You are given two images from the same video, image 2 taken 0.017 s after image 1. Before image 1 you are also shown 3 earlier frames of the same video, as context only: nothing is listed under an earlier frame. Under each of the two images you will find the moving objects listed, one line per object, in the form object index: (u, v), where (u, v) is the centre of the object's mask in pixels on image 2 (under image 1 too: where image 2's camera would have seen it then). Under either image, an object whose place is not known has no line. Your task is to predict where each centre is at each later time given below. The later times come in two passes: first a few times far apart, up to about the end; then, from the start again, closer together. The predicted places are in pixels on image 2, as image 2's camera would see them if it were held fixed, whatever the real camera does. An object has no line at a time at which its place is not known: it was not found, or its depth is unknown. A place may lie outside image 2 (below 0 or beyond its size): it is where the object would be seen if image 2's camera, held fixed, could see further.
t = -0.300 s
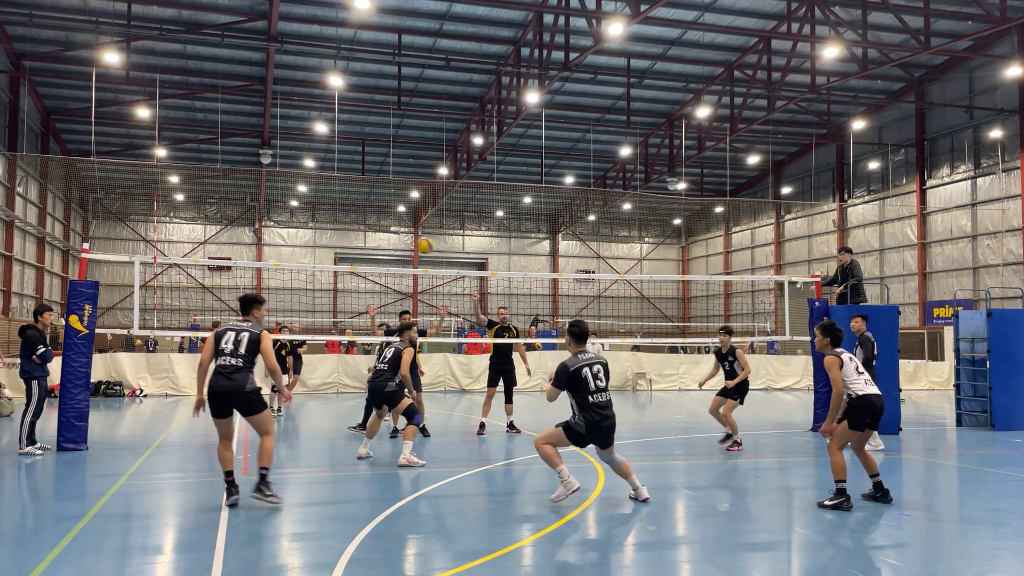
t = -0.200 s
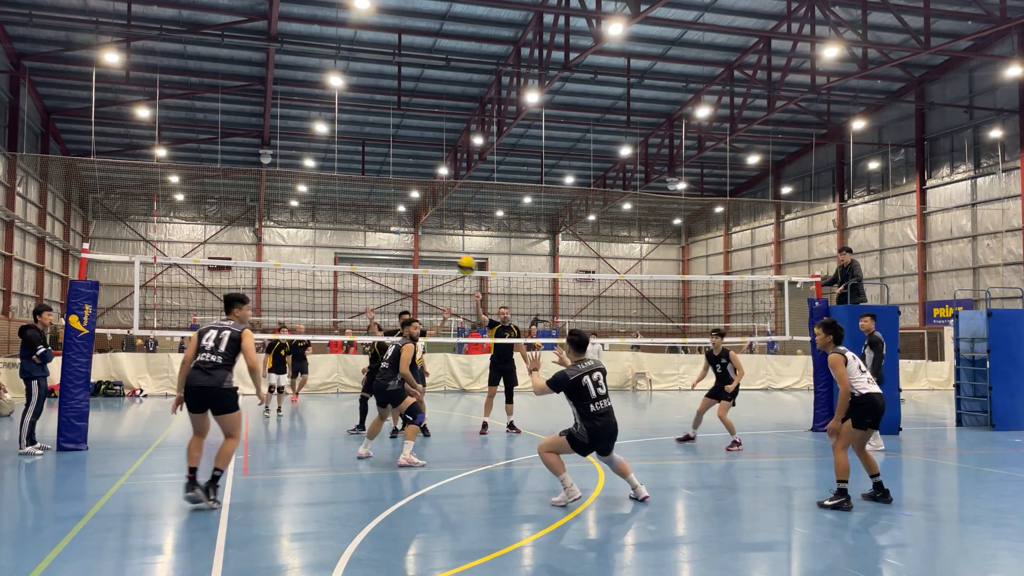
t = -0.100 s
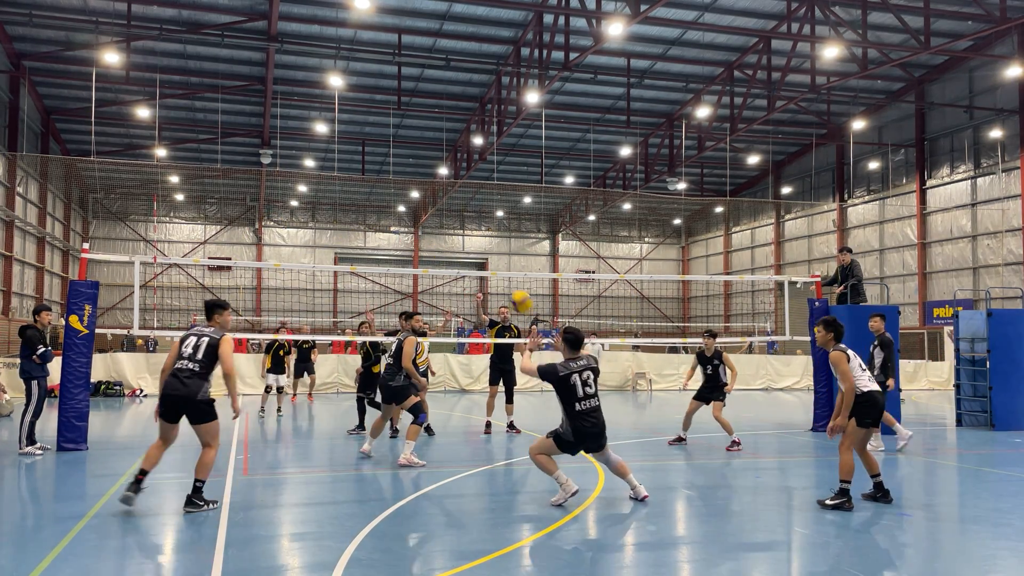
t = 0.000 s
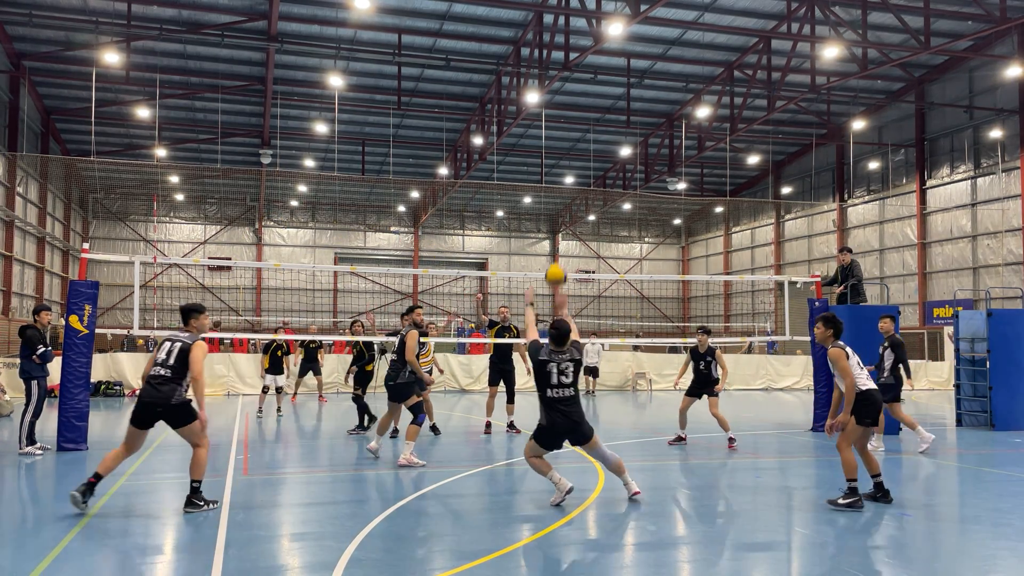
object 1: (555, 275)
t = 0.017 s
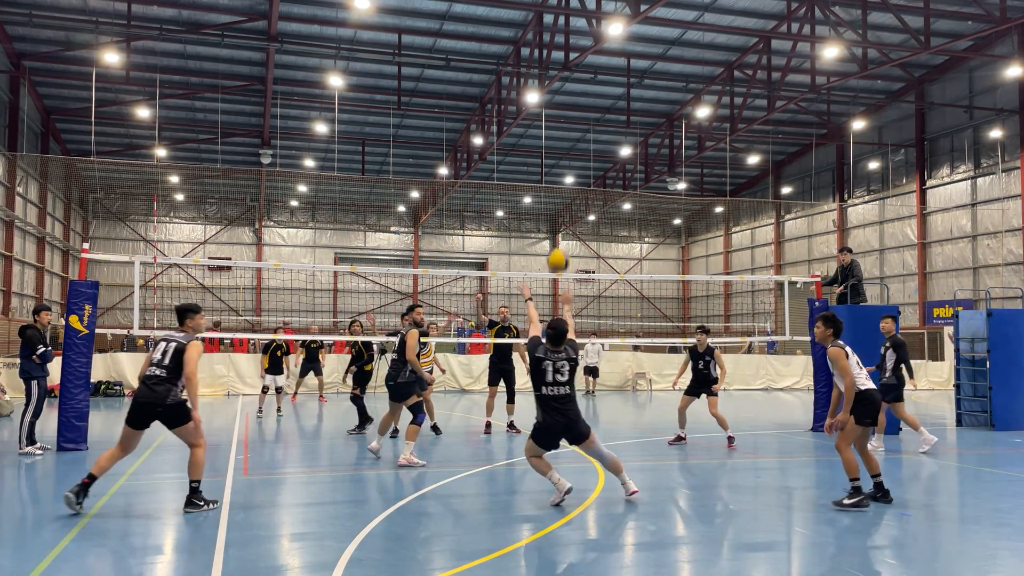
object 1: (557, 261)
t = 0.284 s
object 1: (596, 87)
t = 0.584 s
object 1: (635, 9)
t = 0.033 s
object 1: (560, 246)
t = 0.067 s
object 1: (566, 219)
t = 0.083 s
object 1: (568, 208)
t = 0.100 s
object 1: (571, 195)
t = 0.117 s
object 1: (573, 183)
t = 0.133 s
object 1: (576, 170)
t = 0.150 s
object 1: (578, 160)
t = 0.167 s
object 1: (580, 150)
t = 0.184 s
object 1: (582, 140)
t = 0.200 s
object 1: (585, 130)
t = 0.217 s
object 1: (587, 121)
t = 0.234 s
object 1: (590, 112)
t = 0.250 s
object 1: (592, 103)
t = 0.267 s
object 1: (594, 95)
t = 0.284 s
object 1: (596, 87)
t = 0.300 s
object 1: (599, 80)
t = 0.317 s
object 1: (601, 74)
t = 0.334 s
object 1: (603, 67)
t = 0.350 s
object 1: (605, 61)
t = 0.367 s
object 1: (608, 54)
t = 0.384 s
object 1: (610, 49)
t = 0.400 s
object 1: (612, 45)
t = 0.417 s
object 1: (614, 41)
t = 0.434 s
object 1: (617, 35)
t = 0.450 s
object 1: (619, 30)
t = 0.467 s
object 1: (620, 27)
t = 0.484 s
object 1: (625, 21)
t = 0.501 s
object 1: (626, 18)
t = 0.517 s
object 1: (628, 15)
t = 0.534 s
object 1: (630, 14)
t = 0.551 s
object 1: (631, 12)
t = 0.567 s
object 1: (633, 10)
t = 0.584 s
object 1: (635, 9)
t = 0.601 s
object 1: (637, 8)
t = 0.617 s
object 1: (639, 7)
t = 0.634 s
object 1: (641, 7)
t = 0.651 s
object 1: (643, 6)
